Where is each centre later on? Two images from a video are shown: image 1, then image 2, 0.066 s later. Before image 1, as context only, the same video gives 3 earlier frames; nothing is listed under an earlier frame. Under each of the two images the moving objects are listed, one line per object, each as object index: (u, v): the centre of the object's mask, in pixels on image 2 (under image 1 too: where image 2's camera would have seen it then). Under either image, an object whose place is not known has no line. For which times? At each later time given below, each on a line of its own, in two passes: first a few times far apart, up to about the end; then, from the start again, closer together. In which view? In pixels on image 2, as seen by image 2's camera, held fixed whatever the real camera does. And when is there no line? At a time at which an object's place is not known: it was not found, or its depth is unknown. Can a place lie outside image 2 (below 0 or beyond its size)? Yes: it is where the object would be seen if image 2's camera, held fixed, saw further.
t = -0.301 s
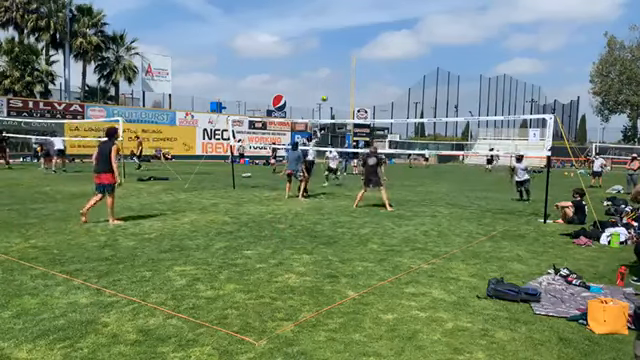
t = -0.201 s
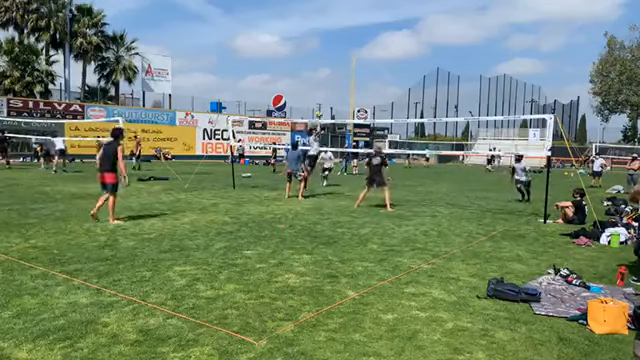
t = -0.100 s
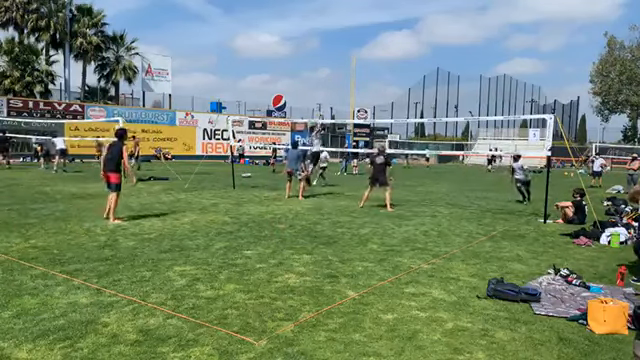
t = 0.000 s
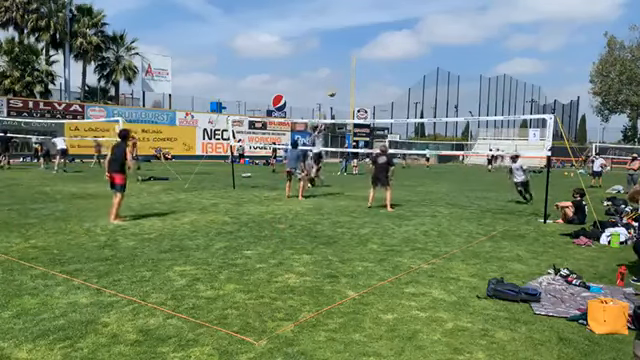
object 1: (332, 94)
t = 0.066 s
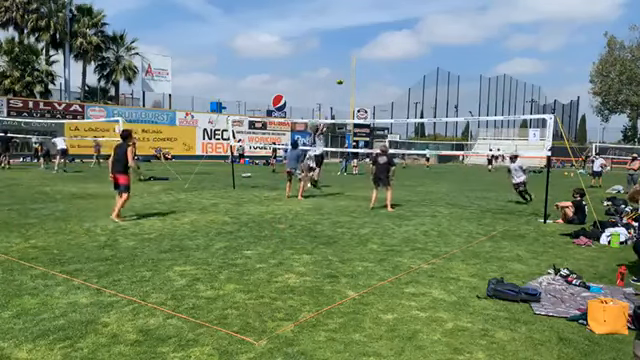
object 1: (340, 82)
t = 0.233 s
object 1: (360, 58)
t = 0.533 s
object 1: (396, 36)
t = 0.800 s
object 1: (427, 45)
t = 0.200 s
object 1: (356, 60)
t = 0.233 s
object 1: (360, 58)
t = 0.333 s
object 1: (372, 46)
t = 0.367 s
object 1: (376, 43)
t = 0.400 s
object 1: (380, 41)
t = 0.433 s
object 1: (384, 39)
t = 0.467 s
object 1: (388, 38)
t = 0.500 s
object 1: (392, 37)
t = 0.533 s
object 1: (396, 36)
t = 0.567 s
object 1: (399, 36)
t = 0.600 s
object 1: (404, 36)
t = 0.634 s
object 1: (407, 37)
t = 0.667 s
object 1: (411, 38)
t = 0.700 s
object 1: (415, 39)
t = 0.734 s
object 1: (419, 41)
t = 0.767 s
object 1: (423, 43)
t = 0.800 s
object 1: (427, 45)
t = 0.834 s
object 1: (430, 48)
